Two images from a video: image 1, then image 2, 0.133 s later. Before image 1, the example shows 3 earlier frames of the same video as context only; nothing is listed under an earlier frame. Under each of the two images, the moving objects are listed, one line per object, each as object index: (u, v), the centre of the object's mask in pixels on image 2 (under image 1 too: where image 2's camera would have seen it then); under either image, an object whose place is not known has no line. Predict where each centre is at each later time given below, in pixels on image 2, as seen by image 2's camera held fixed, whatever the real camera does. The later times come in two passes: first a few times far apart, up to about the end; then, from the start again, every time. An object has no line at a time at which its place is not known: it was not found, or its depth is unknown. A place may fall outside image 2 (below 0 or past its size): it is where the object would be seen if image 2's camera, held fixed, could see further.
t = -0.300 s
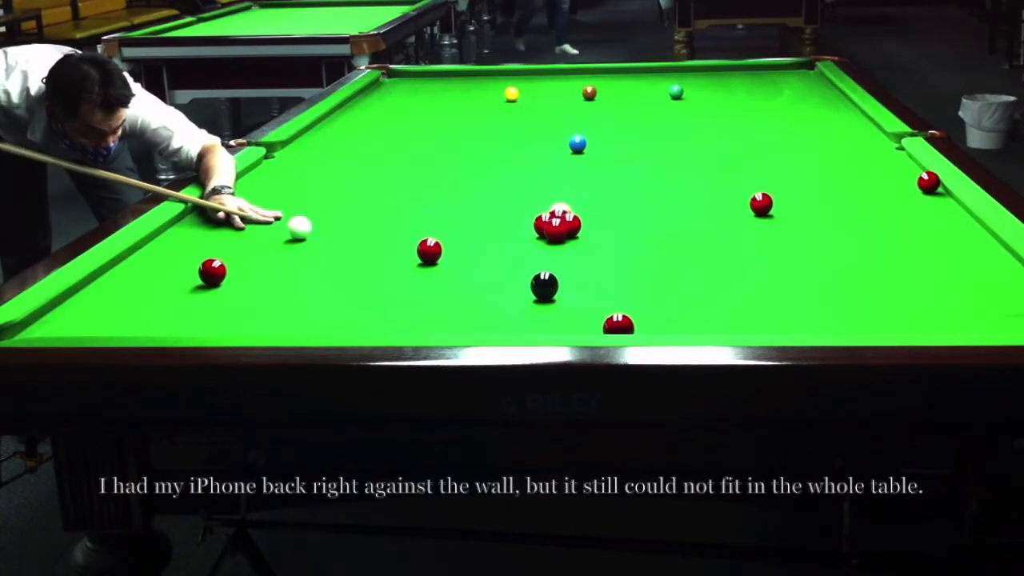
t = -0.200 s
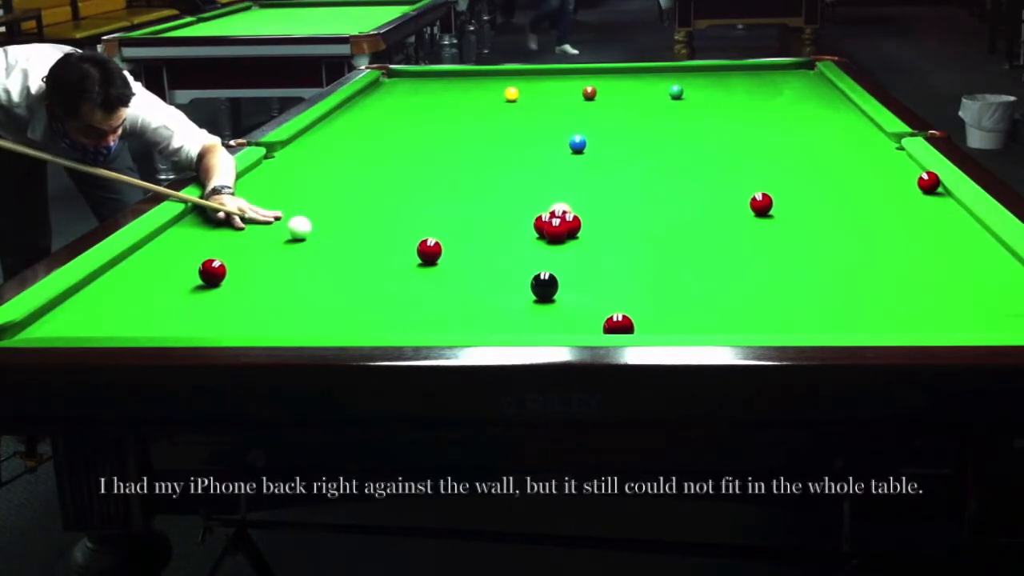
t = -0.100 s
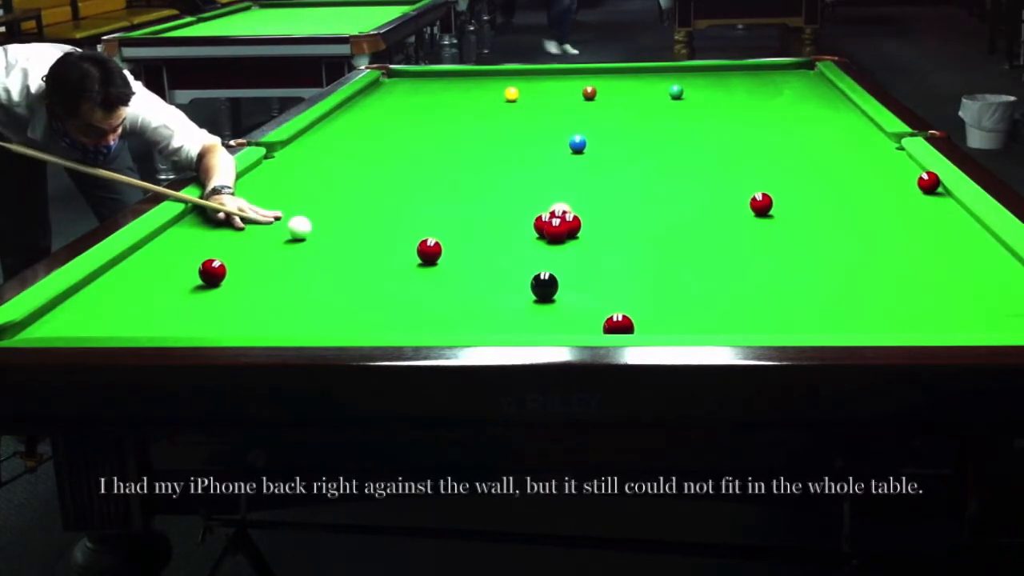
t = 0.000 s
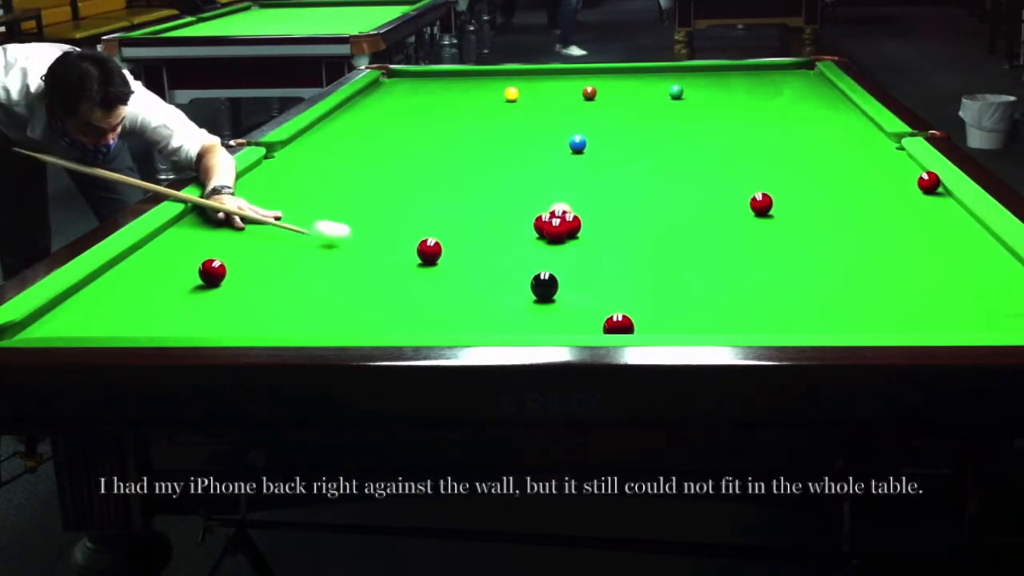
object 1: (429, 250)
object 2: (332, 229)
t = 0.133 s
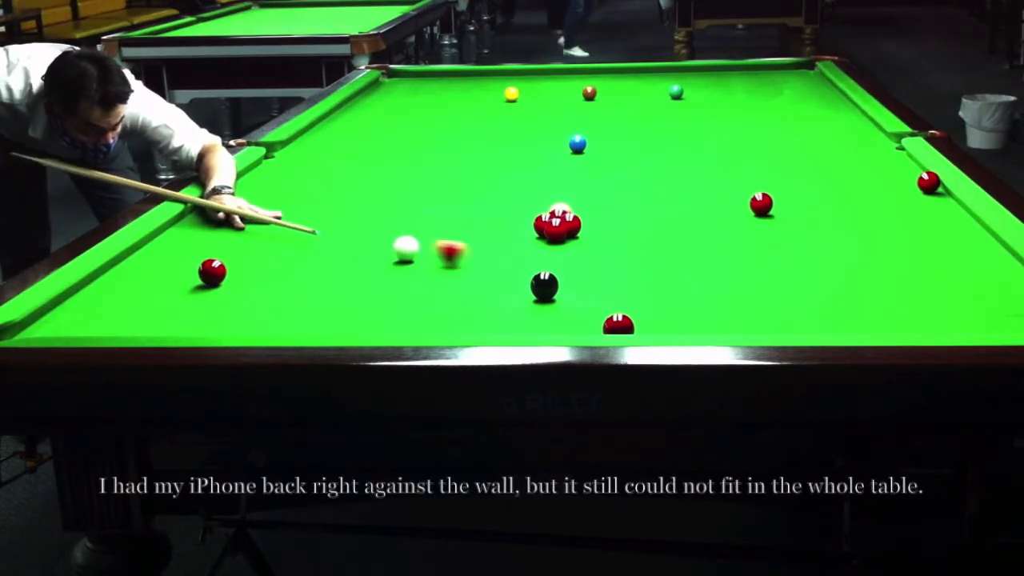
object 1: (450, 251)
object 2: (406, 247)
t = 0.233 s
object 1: (523, 260)
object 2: (398, 250)
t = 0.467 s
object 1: (676, 280)
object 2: (380, 254)
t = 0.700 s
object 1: (836, 300)
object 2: (364, 258)
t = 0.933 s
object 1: (1010, 320)
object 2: (351, 261)
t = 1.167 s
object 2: (338, 264)
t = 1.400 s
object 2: (328, 266)
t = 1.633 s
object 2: (320, 268)
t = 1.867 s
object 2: (315, 269)
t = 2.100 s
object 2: (312, 269)
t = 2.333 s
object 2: (312, 269)
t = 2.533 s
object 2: (313, 269)
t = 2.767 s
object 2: (313, 269)
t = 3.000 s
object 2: (313, 269)
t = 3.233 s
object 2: (313, 269)
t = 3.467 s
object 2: (313, 269)
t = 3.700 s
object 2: (313, 269)
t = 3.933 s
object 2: (313, 269)
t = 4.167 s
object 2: (313, 269)
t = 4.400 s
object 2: (313, 269)
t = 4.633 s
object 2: (313, 269)
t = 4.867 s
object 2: (313, 269)
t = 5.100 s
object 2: (313, 269)
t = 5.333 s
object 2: (314, 269)
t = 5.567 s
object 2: (313, 269)
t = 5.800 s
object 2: (313, 269)
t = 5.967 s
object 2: (313, 269)
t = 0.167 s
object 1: (475, 254)
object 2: (403, 248)
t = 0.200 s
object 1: (499, 257)
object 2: (400, 249)
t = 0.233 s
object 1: (523, 260)
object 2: (398, 250)
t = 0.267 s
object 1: (546, 261)
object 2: (395, 250)
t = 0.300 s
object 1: (568, 266)
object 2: (393, 251)
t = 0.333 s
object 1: (591, 268)
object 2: (390, 251)
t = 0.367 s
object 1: (612, 272)
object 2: (388, 252)
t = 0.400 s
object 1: (634, 274)
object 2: (385, 253)
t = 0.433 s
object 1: (654, 277)
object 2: (383, 253)
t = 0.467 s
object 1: (676, 280)
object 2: (380, 254)
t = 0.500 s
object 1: (697, 282)
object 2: (378, 254)
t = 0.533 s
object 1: (720, 285)
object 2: (376, 255)
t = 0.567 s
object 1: (742, 288)
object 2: (374, 255)
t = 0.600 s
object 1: (765, 291)
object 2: (371, 256)
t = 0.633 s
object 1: (788, 293)
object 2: (369, 257)
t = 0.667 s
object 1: (812, 297)
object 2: (367, 257)
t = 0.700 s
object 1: (836, 300)
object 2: (364, 258)
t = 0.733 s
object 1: (861, 302)
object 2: (362, 258)
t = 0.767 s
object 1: (885, 306)
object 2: (360, 259)
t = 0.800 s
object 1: (911, 309)
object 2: (359, 259)
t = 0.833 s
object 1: (936, 313)
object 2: (356, 260)
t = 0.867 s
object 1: (962, 315)
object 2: (354, 260)
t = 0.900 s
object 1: (989, 318)
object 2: (352, 261)
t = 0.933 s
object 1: (1010, 320)
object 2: (351, 261)
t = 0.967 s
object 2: (349, 262)
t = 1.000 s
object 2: (347, 262)
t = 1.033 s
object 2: (345, 263)
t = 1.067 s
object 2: (343, 263)
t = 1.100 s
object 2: (342, 263)
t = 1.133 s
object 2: (340, 264)
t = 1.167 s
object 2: (338, 264)
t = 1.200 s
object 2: (336, 264)
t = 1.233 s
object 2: (335, 265)
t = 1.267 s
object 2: (333, 265)
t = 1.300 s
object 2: (332, 265)
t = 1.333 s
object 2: (331, 266)
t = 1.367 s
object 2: (329, 266)
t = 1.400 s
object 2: (328, 266)
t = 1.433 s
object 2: (327, 267)
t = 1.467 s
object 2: (326, 267)
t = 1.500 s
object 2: (324, 267)
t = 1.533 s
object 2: (323, 267)
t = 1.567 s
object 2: (322, 267)
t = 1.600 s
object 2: (321, 268)
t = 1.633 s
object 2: (320, 268)
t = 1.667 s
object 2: (319, 268)
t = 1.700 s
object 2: (319, 268)
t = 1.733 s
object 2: (318, 269)
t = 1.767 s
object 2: (317, 269)
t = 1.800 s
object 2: (317, 269)
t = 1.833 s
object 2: (316, 269)
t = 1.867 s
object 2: (315, 269)
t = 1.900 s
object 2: (314, 269)
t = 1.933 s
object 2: (314, 269)
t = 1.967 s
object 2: (314, 269)
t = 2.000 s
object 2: (313, 269)
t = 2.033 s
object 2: (313, 269)
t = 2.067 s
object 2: (312, 269)
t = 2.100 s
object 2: (312, 269)
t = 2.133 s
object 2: (312, 269)
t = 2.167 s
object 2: (312, 270)
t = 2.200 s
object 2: (312, 269)
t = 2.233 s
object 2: (312, 269)
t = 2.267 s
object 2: (312, 270)
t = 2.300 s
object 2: (312, 269)
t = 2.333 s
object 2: (312, 269)
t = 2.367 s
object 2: (312, 269)
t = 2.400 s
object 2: (313, 269)
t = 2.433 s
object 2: (313, 269)
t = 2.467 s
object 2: (313, 269)
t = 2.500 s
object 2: (313, 269)
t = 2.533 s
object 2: (313, 269)
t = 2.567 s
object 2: (313, 269)
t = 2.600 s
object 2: (313, 269)
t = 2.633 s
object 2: (313, 269)
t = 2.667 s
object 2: (313, 269)
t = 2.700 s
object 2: (313, 269)
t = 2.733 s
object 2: (313, 269)
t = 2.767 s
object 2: (313, 269)
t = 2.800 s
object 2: (313, 269)
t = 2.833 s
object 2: (313, 269)
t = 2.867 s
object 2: (313, 269)
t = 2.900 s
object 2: (313, 269)
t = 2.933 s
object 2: (313, 269)
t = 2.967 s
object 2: (313, 269)
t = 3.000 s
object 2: (313, 269)
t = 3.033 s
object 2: (313, 269)
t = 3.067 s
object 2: (313, 269)
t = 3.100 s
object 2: (313, 269)
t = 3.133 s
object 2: (313, 269)
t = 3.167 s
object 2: (313, 269)
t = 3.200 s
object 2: (313, 269)
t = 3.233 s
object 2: (313, 269)
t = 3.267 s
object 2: (313, 269)
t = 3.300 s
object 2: (313, 269)
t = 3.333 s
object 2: (313, 269)
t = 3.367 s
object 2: (313, 269)
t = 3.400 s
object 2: (313, 269)
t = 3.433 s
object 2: (313, 269)
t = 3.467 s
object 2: (313, 269)
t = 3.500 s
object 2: (313, 269)
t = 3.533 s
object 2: (313, 269)
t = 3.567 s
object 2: (313, 269)
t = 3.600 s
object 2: (313, 269)
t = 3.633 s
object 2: (313, 269)
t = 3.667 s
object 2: (313, 269)
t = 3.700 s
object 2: (313, 269)
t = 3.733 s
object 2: (313, 269)
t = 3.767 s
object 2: (313, 269)
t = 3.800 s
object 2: (313, 269)
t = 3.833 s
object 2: (313, 269)
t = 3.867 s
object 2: (313, 269)
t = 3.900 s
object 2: (313, 269)
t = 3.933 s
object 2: (313, 269)
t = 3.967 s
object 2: (313, 269)
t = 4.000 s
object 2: (313, 269)
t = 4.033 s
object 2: (313, 269)
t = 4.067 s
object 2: (313, 269)
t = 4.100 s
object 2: (313, 269)
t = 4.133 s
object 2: (313, 269)
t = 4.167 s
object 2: (313, 269)
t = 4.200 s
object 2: (313, 269)
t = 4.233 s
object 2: (313, 269)
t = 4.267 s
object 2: (313, 269)
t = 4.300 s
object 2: (313, 269)
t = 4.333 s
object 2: (313, 269)
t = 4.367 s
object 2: (313, 269)
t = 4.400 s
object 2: (313, 269)
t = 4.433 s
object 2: (313, 269)
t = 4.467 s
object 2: (313, 269)
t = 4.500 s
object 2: (313, 269)
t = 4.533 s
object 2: (313, 269)
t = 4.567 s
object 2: (313, 269)
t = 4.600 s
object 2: (313, 269)
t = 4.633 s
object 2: (313, 269)
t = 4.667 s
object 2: (313, 269)
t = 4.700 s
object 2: (313, 269)
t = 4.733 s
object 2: (313, 269)
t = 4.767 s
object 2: (313, 269)
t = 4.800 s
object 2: (313, 269)
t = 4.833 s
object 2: (313, 269)
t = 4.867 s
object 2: (313, 269)
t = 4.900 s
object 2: (313, 269)
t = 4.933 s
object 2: (313, 269)
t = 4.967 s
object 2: (313, 269)
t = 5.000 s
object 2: (313, 269)
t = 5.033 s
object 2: (313, 269)
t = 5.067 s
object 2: (313, 269)
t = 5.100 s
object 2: (313, 269)
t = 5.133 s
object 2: (313, 269)
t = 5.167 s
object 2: (313, 269)
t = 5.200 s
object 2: (313, 269)
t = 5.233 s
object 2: (313, 269)
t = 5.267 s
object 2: (314, 269)
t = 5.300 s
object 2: (314, 269)
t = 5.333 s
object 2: (314, 269)
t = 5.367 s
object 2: (314, 269)
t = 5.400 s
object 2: (314, 269)
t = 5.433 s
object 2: (314, 269)
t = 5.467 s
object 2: (314, 269)
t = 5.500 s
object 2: (313, 269)
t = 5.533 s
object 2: (313, 269)
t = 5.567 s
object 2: (313, 269)
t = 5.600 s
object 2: (313, 269)
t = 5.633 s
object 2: (313, 269)
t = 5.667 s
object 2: (313, 269)
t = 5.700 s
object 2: (313, 269)
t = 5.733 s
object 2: (313, 269)
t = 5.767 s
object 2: (313, 269)
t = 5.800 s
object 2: (313, 269)
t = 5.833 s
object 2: (313, 269)
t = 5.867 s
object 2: (313, 269)
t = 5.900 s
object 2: (313, 269)
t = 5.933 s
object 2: (313, 269)
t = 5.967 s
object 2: (313, 269)
